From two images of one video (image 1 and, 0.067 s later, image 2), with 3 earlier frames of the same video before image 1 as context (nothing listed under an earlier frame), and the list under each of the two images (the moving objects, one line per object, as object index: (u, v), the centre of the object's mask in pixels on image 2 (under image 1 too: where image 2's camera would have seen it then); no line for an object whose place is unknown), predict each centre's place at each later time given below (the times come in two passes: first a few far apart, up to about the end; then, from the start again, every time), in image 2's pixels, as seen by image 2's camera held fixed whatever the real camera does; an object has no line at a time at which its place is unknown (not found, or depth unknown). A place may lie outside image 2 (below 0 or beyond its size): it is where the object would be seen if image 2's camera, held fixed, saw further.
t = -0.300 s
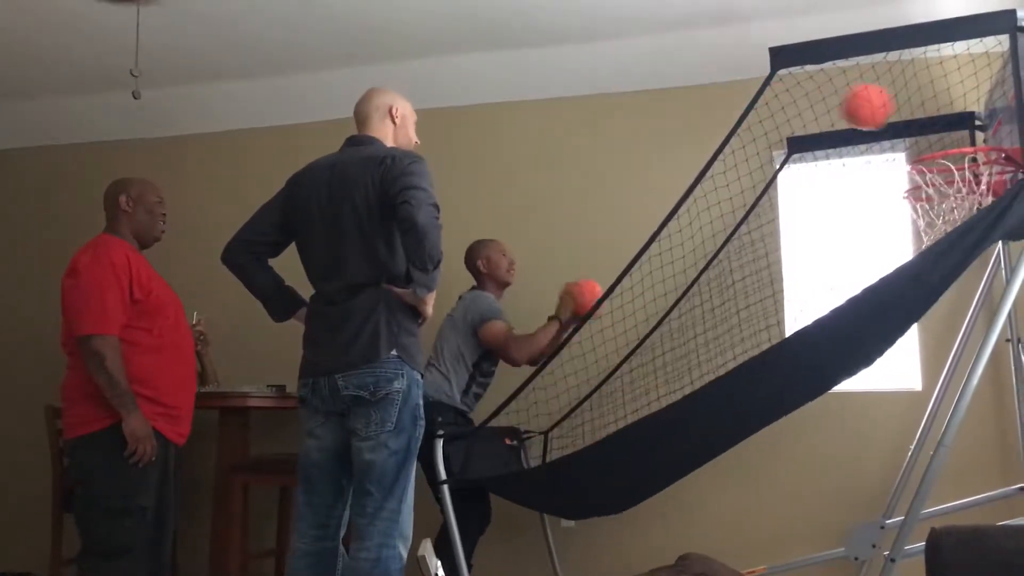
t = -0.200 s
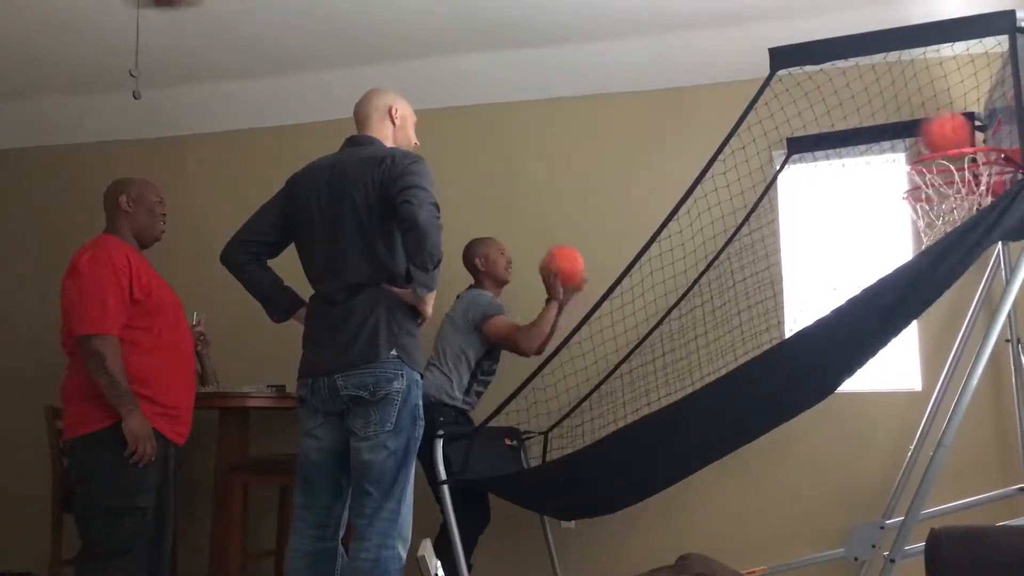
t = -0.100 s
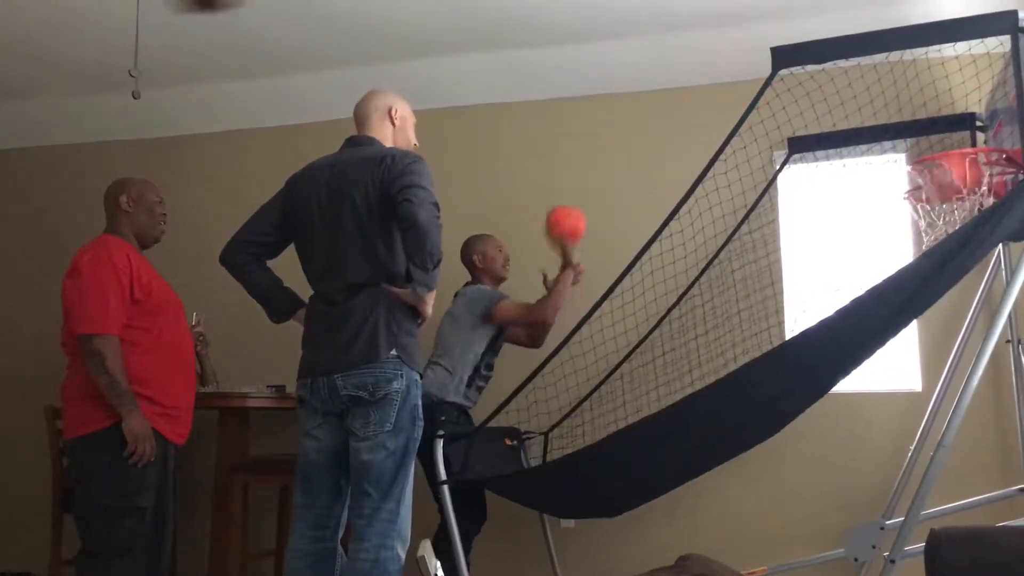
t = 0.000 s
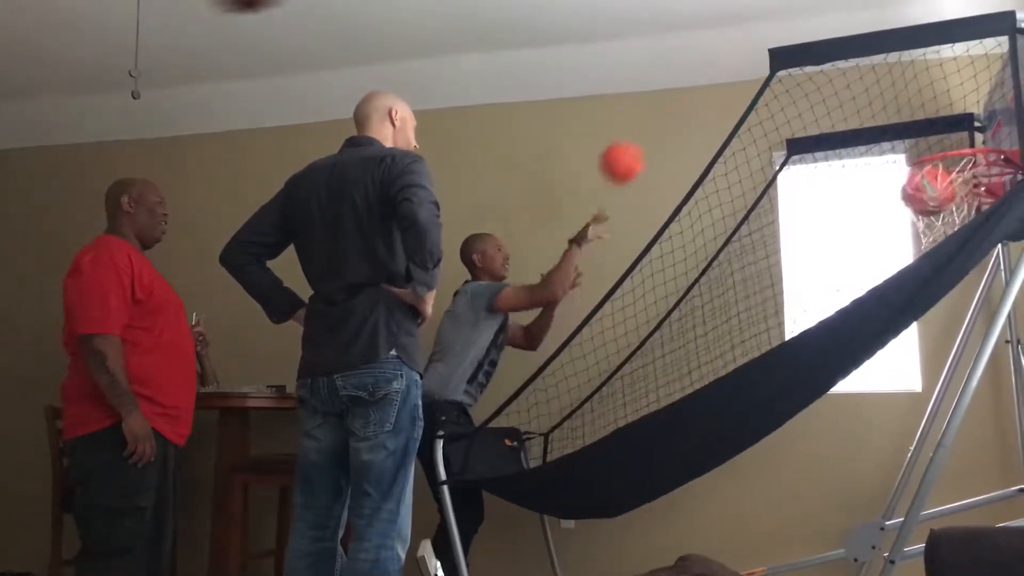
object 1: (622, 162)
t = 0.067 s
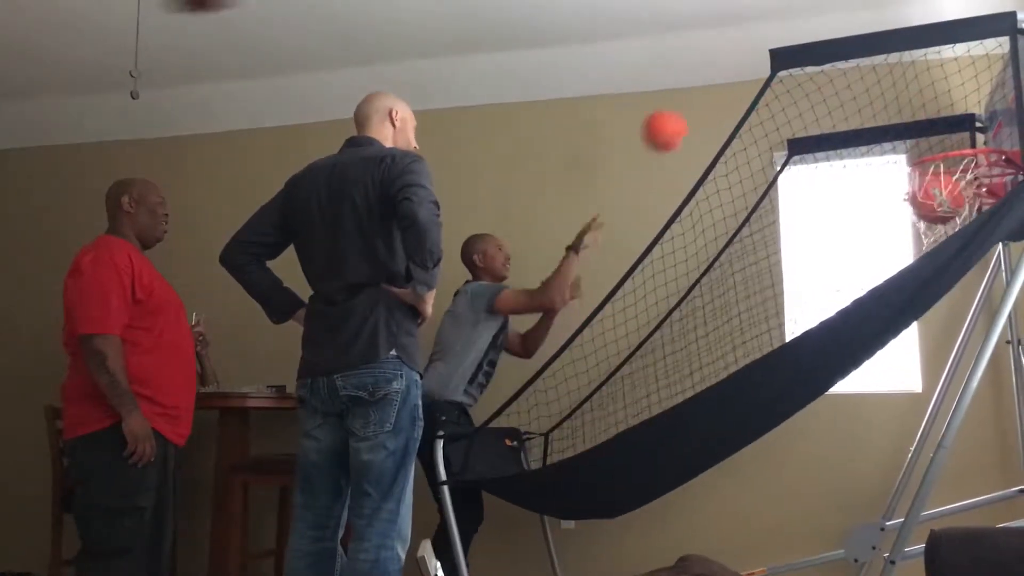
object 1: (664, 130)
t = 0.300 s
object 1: (829, 95)
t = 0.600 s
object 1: (935, 236)
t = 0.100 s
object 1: (687, 118)
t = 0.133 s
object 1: (709, 107)
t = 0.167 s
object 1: (730, 99)
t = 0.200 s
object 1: (752, 94)
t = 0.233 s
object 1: (782, 94)
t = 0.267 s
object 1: (804, 92)
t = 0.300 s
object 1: (829, 95)
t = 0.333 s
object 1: (857, 99)
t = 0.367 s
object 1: (883, 108)
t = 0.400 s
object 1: (911, 118)
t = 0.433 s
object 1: (938, 130)
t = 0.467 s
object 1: (967, 139)
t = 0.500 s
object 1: (986, 173)
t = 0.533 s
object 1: (978, 189)
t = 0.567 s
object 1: (958, 209)
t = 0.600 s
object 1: (935, 236)
